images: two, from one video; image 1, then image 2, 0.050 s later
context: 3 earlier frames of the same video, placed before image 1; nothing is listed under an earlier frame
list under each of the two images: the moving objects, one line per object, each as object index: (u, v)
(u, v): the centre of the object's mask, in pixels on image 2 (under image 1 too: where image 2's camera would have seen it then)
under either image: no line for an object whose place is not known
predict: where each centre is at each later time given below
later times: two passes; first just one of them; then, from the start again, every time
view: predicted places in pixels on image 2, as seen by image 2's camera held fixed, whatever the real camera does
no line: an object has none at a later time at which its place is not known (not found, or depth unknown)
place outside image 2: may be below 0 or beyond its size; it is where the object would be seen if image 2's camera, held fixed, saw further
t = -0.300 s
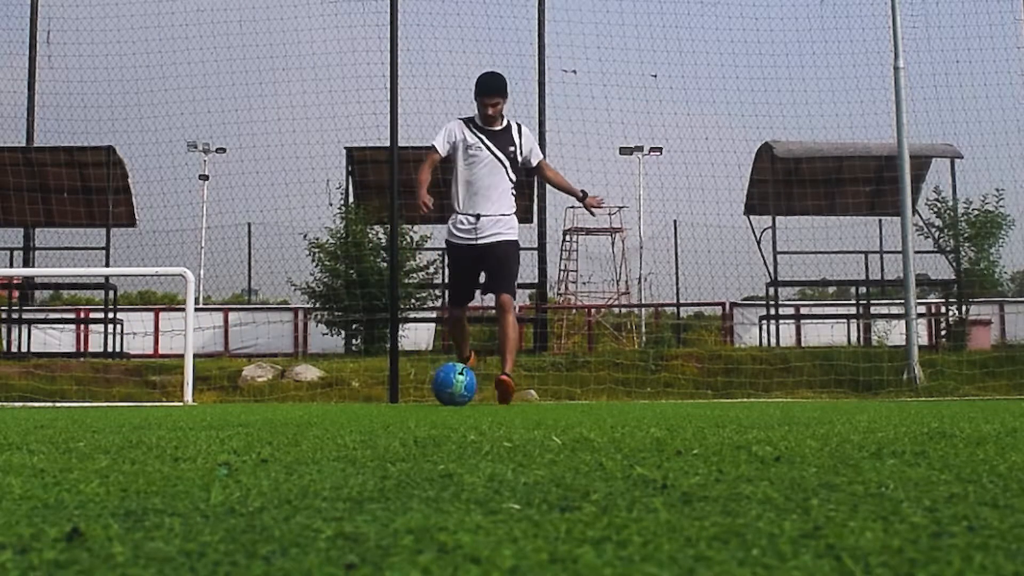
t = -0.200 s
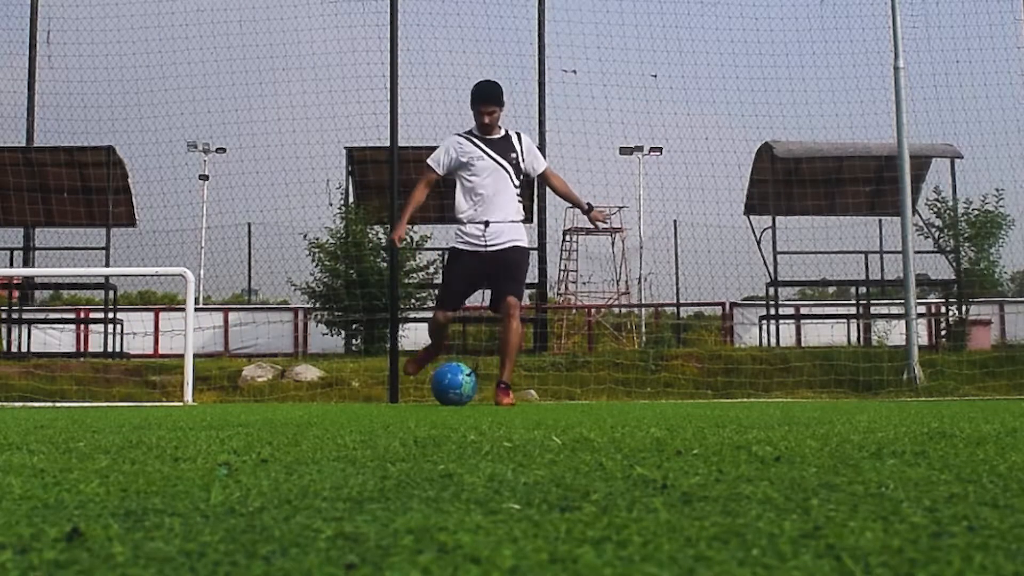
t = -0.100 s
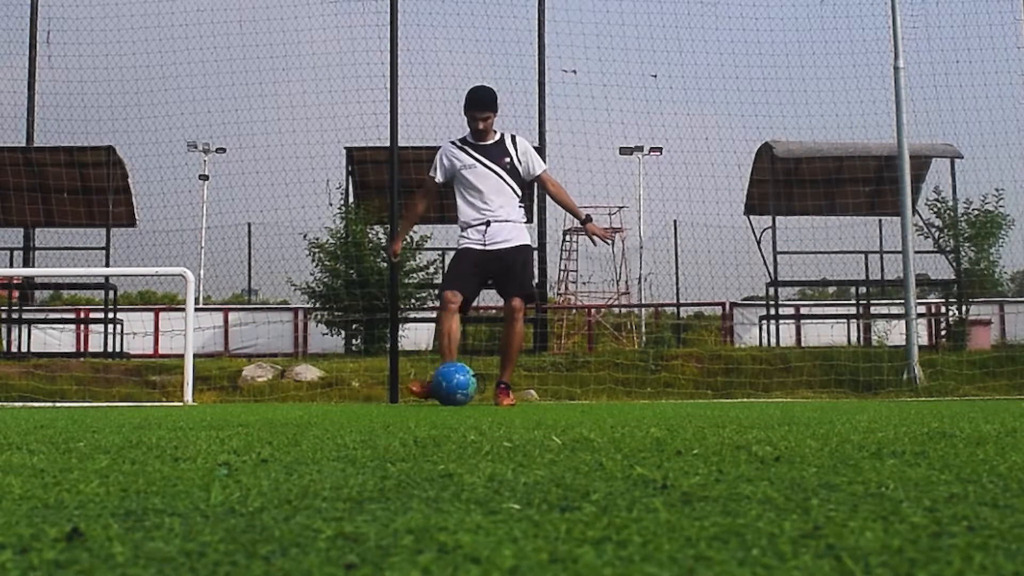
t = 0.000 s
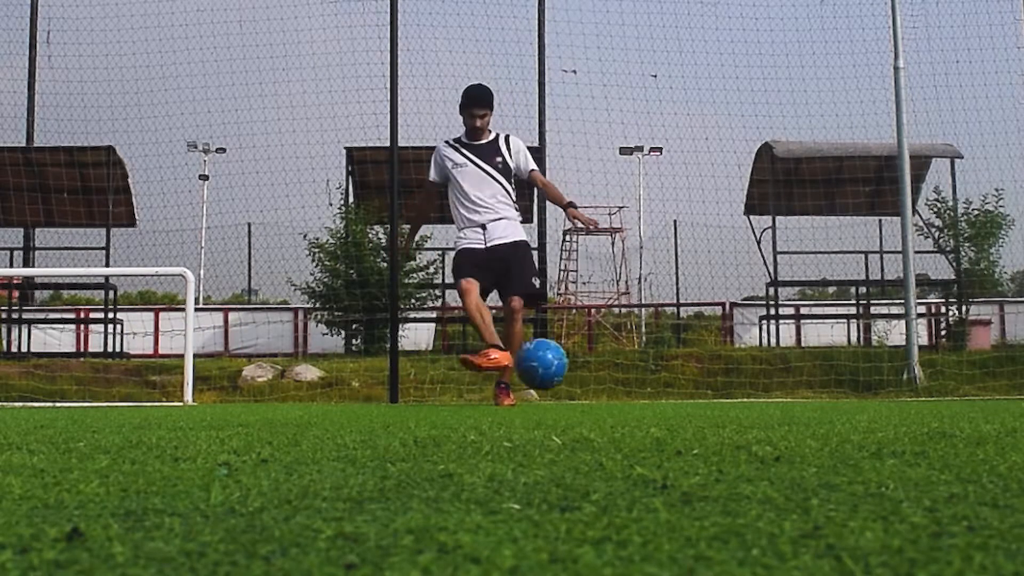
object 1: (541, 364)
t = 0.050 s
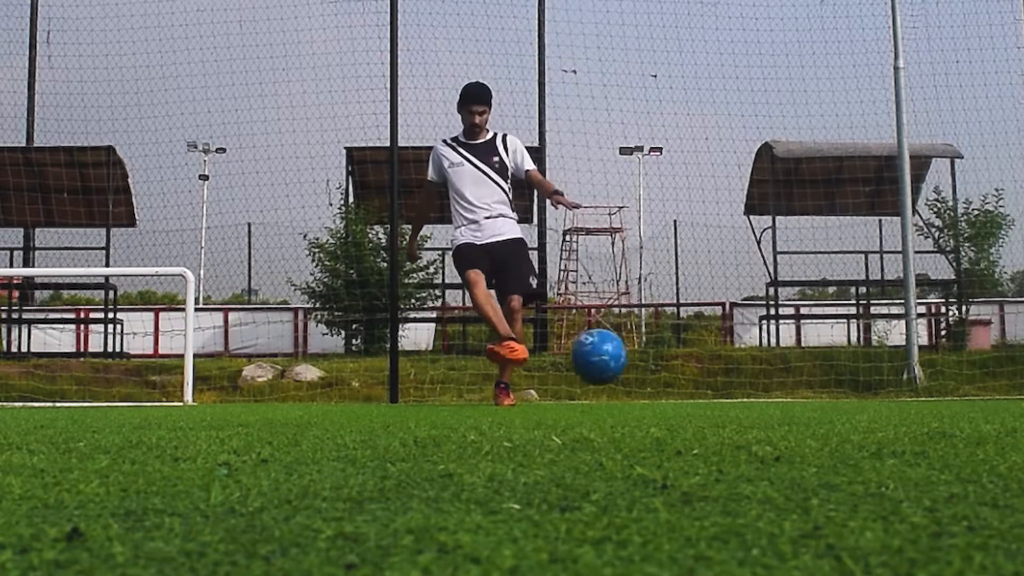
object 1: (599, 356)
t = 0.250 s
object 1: (890, 360)
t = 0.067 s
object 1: (620, 355)
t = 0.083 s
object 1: (641, 353)
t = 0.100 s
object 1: (663, 351)
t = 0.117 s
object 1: (687, 350)
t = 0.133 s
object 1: (711, 349)
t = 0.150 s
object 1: (736, 349)
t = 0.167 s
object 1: (761, 350)
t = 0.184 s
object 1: (787, 351)
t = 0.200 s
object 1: (813, 353)
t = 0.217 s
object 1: (839, 355)
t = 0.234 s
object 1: (865, 358)
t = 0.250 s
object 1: (890, 360)
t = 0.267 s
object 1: (914, 363)
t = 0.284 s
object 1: (936, 366)
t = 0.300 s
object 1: (955, 369)
